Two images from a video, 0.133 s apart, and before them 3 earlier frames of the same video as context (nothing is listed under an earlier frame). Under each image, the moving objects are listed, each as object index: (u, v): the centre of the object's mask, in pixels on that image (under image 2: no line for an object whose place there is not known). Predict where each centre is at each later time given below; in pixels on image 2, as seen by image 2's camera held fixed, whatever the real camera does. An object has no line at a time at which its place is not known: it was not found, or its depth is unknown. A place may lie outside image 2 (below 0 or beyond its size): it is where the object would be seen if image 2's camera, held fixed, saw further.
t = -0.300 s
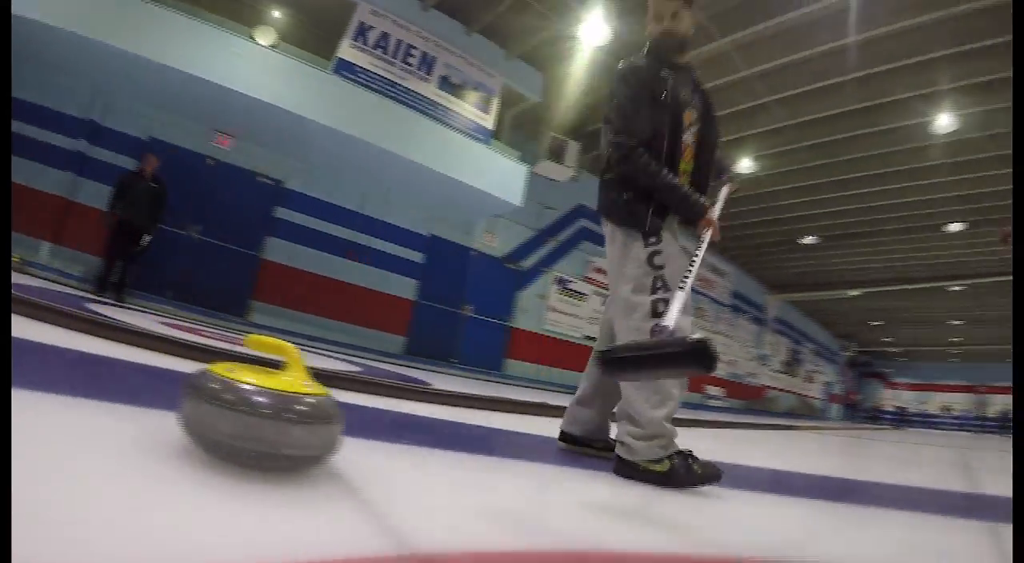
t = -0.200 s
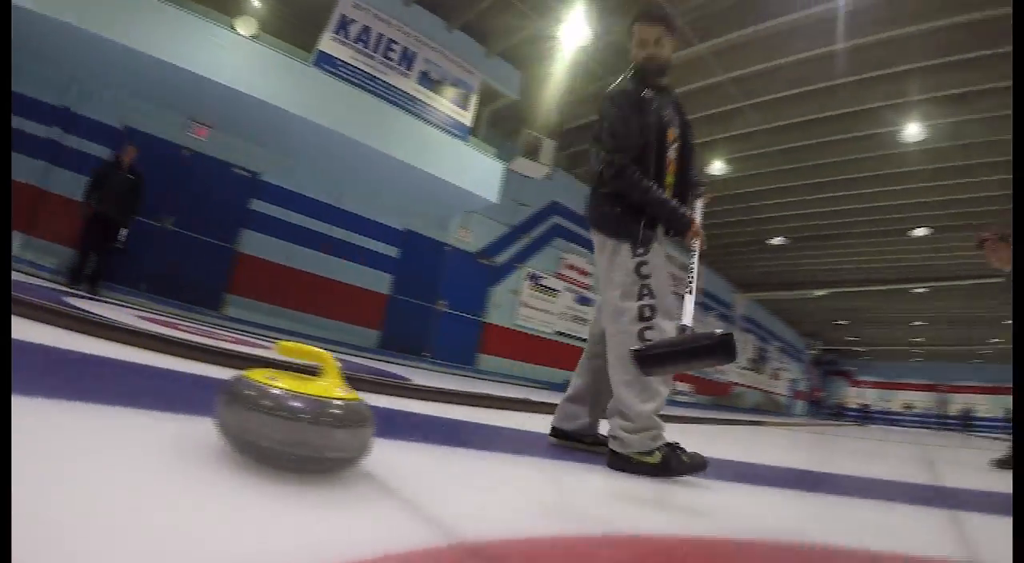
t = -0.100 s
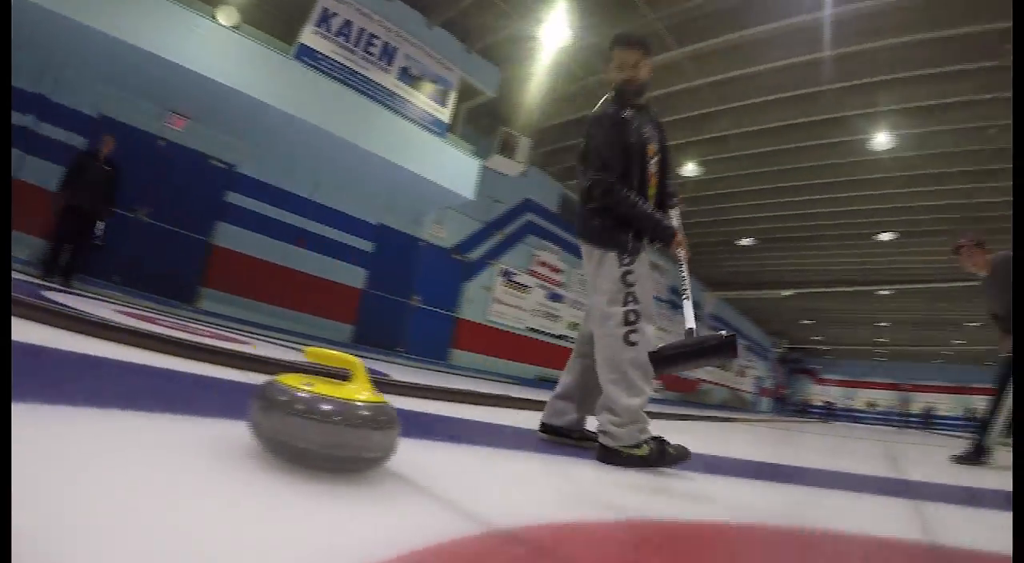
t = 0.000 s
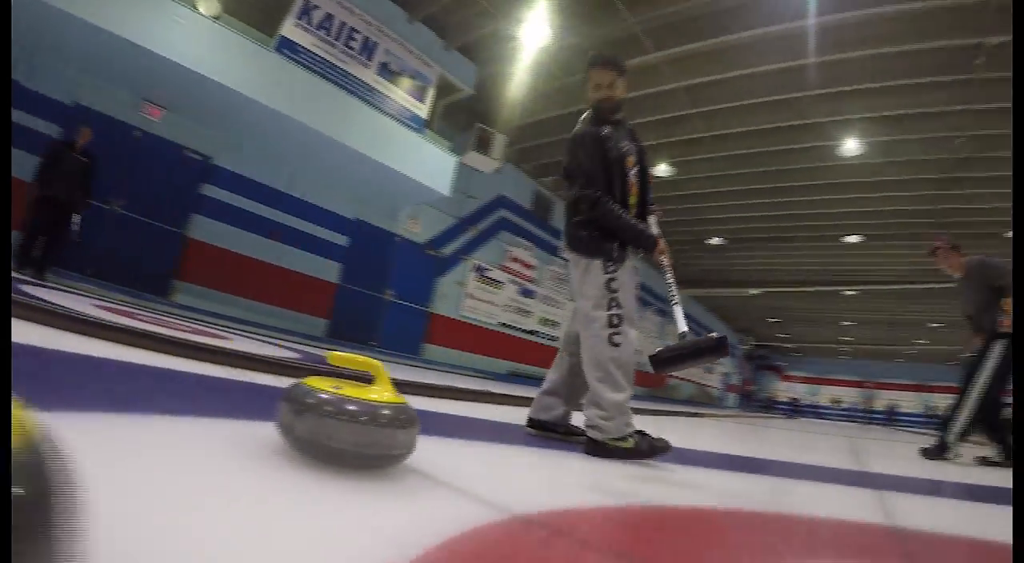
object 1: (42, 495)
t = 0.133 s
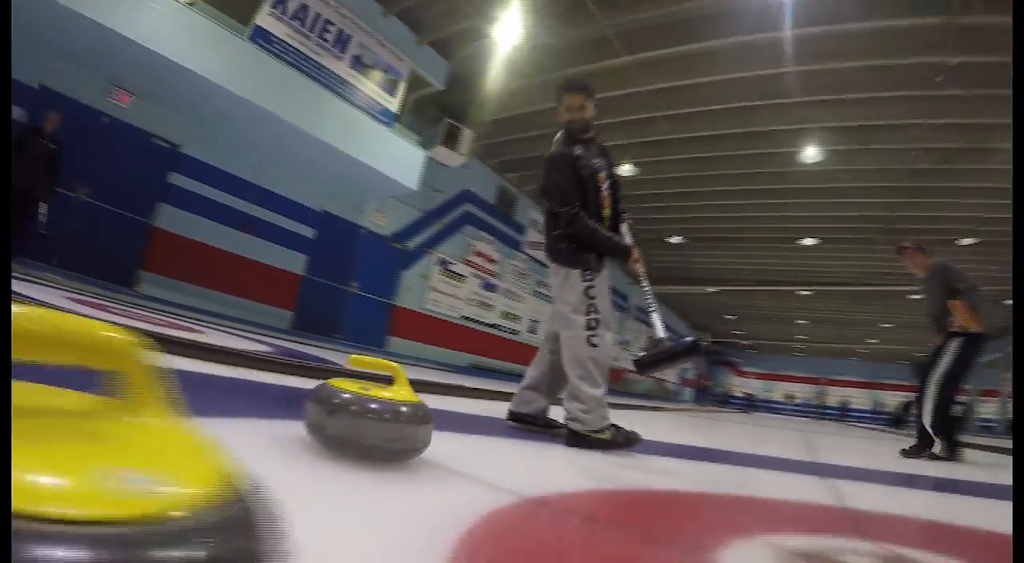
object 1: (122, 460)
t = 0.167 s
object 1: (150, 463)
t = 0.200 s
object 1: (180, 471)
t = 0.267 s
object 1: (261, 486)
